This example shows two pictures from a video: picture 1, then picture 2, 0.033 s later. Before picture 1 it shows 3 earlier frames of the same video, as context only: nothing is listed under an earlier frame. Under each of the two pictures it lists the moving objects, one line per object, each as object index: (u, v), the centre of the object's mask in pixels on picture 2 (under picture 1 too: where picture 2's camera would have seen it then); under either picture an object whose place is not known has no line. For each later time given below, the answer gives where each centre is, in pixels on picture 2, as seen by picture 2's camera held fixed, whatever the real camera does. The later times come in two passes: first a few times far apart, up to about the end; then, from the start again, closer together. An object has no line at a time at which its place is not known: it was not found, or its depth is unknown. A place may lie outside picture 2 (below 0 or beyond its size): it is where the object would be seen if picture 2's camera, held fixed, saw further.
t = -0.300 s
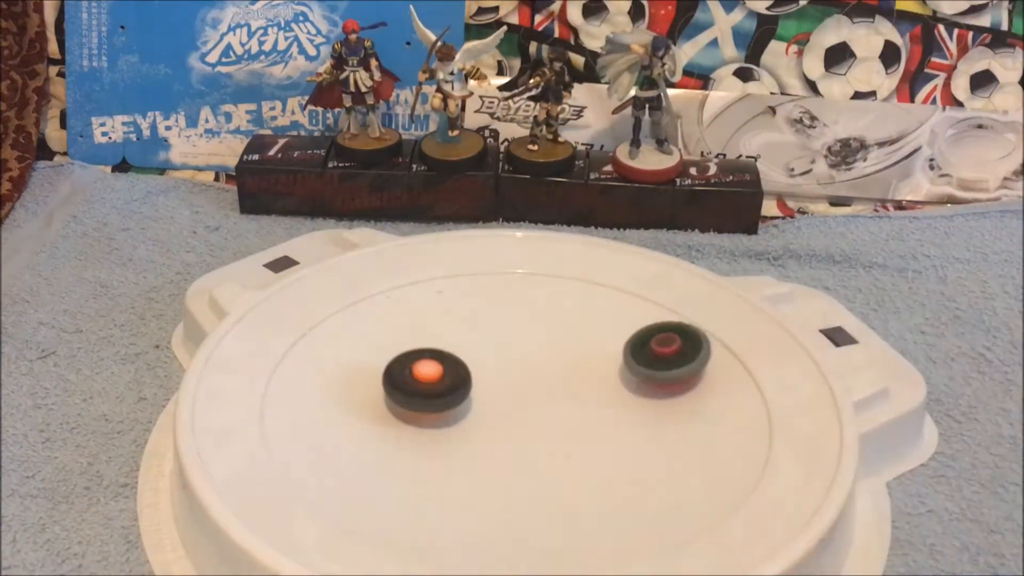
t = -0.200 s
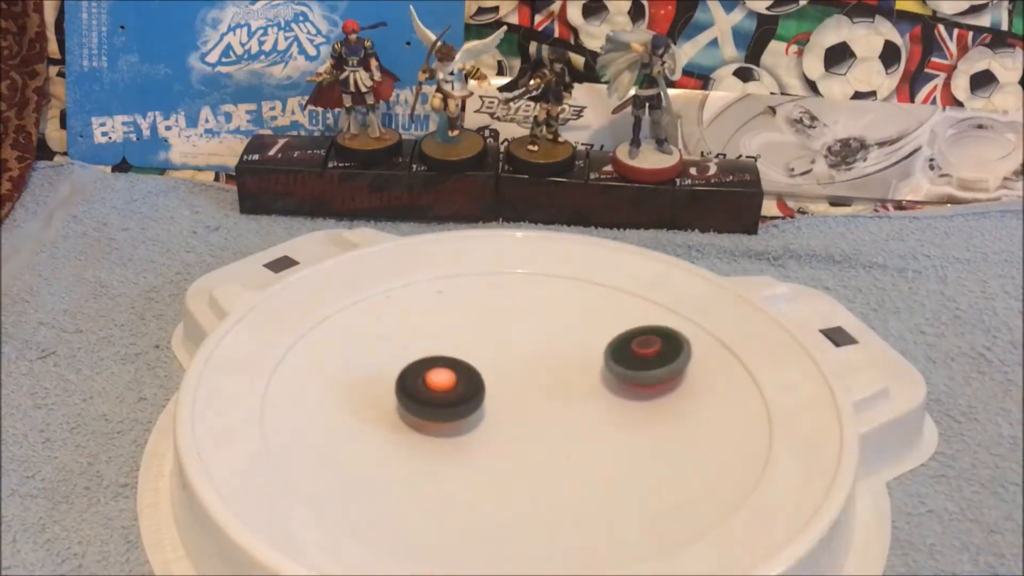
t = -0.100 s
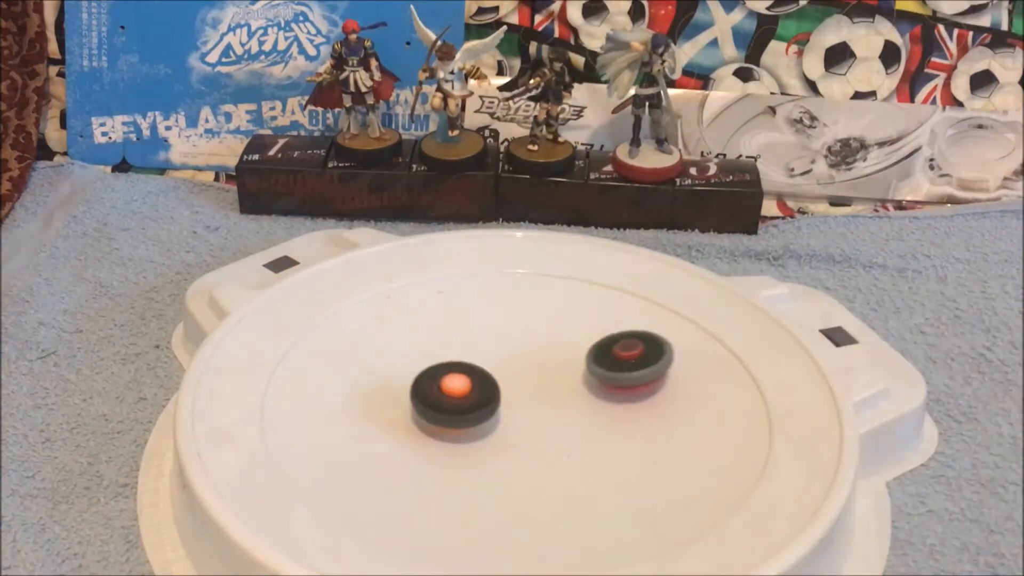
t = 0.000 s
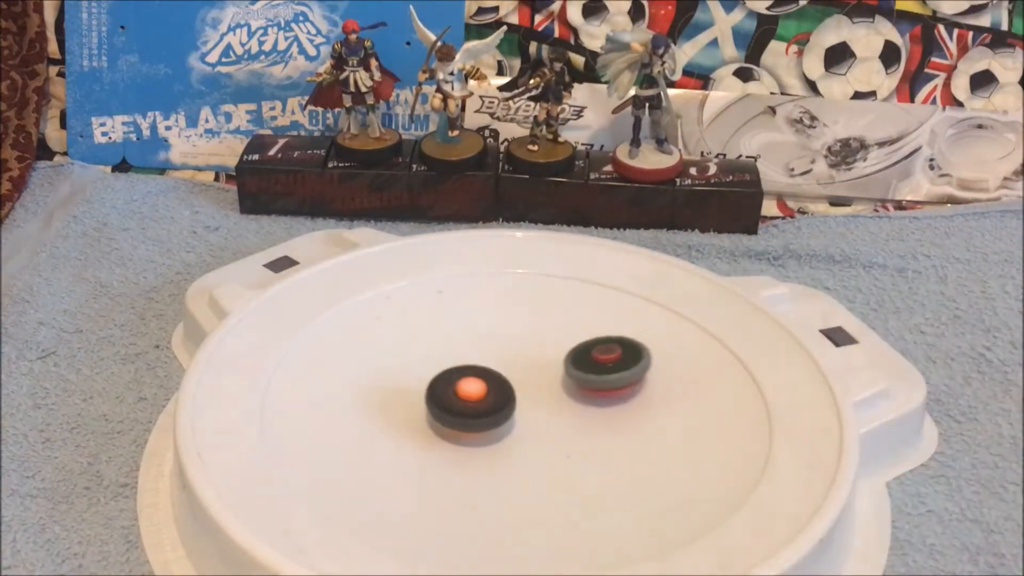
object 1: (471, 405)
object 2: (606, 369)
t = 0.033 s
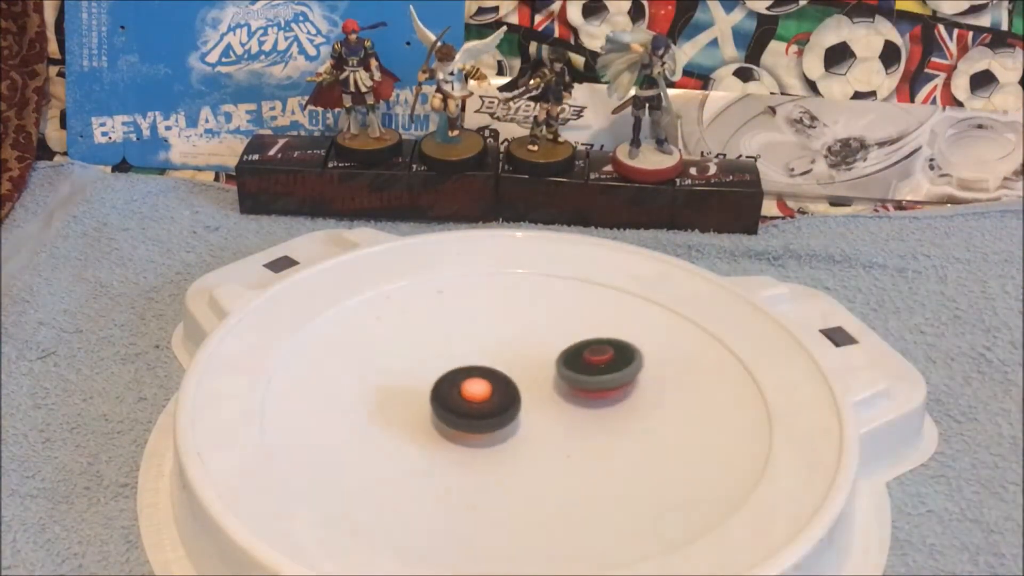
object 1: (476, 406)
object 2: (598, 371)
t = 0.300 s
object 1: (304, 439)
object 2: (690, 281)
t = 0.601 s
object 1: (401, 442)
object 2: (630, 244)
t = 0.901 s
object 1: (473, 418)
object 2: (571, 237)
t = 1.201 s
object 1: (480, 391)
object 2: (521, 242)
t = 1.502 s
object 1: (488, 364)
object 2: (454, 291)
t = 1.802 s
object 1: (510, 352)
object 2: (417, 324)
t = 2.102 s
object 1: (531, 346)
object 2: (405, 350)
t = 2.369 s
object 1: (546, 350)
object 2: (411, 366)
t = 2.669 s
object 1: (552, 365)
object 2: (434, 383)
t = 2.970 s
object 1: (588, 372)
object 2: (411, 400)
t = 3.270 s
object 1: (642, 343)
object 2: (319, 422)
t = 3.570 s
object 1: (589, 341)
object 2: (382, 429)
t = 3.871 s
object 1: (523, 354)
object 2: (452, 417)
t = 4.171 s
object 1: (488, 321)
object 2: (530, 452)
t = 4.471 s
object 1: (444, 320)
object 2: (600, 436)
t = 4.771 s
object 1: (421, 327)
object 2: (611, 419)
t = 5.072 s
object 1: (435, 350)
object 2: (592, 400)
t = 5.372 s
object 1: (459, 368)
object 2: (578, 379)
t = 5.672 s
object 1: (405, 376)
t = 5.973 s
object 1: (432, 399)
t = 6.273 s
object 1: (529, 361)
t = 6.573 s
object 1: (486, 385)
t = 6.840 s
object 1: (507, 355)
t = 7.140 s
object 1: (510, 362)
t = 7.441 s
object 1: (516, 372)
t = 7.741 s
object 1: (529, 376)
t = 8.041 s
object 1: (544, 368)
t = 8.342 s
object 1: (532, 366)
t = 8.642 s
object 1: (531, 342)
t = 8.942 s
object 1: (518, 334)
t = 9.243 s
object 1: (503, 336)
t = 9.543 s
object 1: (467, 316)
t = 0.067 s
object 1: (480, 407)
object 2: (590, 373)
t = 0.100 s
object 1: (485, 407)
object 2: (581, 374)
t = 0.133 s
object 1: (490, 407)
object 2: (572, 375)
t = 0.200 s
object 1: (437, 422)
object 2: (613, 348)
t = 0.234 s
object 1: (383, 432)
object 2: (653, 322)
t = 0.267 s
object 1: (339, 437)
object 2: (681, 298)
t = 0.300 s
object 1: (304, 439)
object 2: (690, 281)
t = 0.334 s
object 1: (285, 438)
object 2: (695, 274)
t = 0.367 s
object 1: (279, 439)
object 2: (691, 266)
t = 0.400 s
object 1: (282, 440)
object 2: (683, 260)
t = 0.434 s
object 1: (294, 443)
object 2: (672, 257)
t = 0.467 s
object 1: (313, 445)
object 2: (663, 253)
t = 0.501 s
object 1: (334, 445)
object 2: (654, 250)
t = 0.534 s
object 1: (357, 445)
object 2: (646, 248)
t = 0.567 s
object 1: (379, 444)
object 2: (638, 246)
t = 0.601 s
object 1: (401, 442)
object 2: (630, 244)
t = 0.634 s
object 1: (421, 439)
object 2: (623, 242)
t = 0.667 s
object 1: (438, 436)
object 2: (616, 241)
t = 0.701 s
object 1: (451, 432)
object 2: (609, 240)
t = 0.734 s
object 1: (462, 429)
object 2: (602, 239)
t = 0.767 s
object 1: (468, 427)
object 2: (596, 238)
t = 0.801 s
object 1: (470, 425)
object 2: (590, 238)
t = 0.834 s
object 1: (472, 423)
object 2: (583, 237)
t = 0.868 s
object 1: (472, 421)
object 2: (577, 237)
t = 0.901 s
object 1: (473, 418)
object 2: (571, 237)
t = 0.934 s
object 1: (474, 416)
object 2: (565, 238)
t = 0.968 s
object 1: (475, 413)
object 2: (559, 239)
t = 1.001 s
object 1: (476, 410)
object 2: (553, 239)
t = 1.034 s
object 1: (477, 407)
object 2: (548, 239)
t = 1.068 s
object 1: (477, 404)
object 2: (542, 240)
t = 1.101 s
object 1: (478, 401)
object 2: (536, 241)
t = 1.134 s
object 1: (479, 397)
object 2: (531, 240)
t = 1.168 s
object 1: (479, 394)
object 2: (526, 241)
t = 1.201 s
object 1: (480, 391)
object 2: (521, 242)
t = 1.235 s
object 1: (481, 388)
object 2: (516, 243)
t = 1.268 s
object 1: (482, 385)
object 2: (510, 245)
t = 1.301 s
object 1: (483, 382)
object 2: (503, 248)
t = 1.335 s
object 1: (484, 379)
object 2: (492, 257)
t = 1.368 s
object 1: (484, 375)
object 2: (482, 264)
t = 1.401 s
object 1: (485, 372)
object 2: (474, 271)
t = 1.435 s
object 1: (486, 369)
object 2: (466, 278)
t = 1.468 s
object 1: (487, 366)
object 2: (460, 284)
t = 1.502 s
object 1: (488, 364)
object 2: (454, 291)
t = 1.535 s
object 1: (489, 361)
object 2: (450, 295)
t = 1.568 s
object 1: (490, 359)
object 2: (444, 301)
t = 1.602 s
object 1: (493, 357)
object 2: (440, 306)
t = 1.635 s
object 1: (498, 358)
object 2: (434, 308)
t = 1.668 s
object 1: (500, 358)
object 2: (430, 311)
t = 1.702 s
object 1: (503, 356)
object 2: (426, 315)
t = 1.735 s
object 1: (505, 355)
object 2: (423, 318)
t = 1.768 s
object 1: (508, 354)
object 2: (420, 321)
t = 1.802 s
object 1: (510, 352)
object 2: (417, 324)
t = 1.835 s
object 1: (512, 350)
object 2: (415, 327)
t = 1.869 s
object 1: (514, 349)
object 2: (413, 330)
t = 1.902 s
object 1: (517, 348)
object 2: (411, 333)
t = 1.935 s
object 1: (519, 348)
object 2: (409, 336)
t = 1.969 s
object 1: (521, 347)
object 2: (408, 338)
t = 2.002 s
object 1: (524, 346)
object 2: (407, 341)
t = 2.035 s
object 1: (526, 346)
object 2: (406, 344)
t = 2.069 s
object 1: (529, 346)
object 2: (406, 347)
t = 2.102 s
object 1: (531, 346)
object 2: (405, 350)
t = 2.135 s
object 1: (533, 345)
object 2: (405, 353)
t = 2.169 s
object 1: (535, 346)
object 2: (405, 352)
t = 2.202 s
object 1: (537, 346)
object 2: (405, 357)
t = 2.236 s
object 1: (539, 346)
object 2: (406, 358)
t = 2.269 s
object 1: (541, 347)
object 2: (407, 360)
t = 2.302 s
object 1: (543, 348)
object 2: (408, 362)
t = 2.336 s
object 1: (545, 349)
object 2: (410, 364)
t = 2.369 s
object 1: (546, 350)
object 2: (411, 366)
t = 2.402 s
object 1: (547, 351)
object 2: (413, 371)
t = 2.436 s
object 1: (549, 353)
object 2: (416, 371)
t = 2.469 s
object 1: (550, 354)
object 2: (418, 372)
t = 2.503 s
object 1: (551, 356)
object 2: (420, 374)
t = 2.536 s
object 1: (552, 358)
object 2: (423, 376)
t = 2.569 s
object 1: (552, 359)
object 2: (426, 378)
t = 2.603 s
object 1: (552, 361)
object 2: (429, 379)
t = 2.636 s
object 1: (552, 363)
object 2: (432, 381)
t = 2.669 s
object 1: (552, 365)
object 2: (434, 383)
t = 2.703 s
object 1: (552, 367)
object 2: (438, 385)
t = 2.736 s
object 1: (551, 369)
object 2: (441, 387)
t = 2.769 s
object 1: (550, 371)
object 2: (445, 388)
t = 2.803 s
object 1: (550, 373)
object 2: (448, 390)
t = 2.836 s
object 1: (549, 375)
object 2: (452, 394)
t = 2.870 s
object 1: (548, 377)
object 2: (455, 395)
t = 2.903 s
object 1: (547, 379)
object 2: (459, 396)
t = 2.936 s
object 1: (548, 380)
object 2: (458, 398)
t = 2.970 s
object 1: (588, 372)
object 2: (411, 400)
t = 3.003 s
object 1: (622, 365)
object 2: (371, 401)
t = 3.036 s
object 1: (643, 360)
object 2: (341, 402)
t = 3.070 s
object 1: (653, 356)
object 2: (321, 400)
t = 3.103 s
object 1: (654, 354)
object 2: (309, 402)
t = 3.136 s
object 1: (653, 351)
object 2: (306, 406)
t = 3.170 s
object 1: (651, 349)
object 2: (306, 411)
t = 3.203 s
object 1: (648, 346)
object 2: (309, 415)
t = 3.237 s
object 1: (646, 345)
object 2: (314, 419)
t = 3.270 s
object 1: (642, 343)
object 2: (319, 422)
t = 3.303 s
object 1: (638, 342)
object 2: (326, 424)
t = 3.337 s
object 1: (634, 340)
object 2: (333, 426)
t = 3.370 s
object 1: (628, 339)
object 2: (341, 427)
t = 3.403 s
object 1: (623, 339)
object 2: (349, 427)
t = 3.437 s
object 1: (616, 339)
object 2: (356, 428)
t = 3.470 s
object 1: (610, 339)
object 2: (363, 428)
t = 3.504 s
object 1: (603, 339)
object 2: (369, 429)
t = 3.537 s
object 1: (596, 340)
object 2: (376, 429)
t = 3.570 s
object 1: (589, 341)
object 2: (382, 429)
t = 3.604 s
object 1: (581, 342)
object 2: (388, 428)
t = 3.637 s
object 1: (573, 343)
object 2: (394, 428)
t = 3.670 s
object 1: (566, 345)
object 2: (401, 427)
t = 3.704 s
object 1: (559, 346)
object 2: (408, 426)
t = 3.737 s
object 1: (552, 347)
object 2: (416, 425)
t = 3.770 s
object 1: (544, 349)
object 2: (424, 423)
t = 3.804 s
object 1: (537, 351)
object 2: (433, 421)
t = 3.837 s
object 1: (530, 353)
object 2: (442, 419)
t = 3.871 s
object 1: (523, 354)
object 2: (452, 417)
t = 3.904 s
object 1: (516, 356)
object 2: (461, 415)
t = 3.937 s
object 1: (512, 355)
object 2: (471, 412)
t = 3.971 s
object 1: (507, 353)
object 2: (480, 411)
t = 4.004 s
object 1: (505, 344)
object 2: (480, 425)
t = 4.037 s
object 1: (505, 333)
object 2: (482, 437)
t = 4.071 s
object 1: (504, 326)
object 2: (488, 445)
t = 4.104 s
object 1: (500, 323)
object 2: (500, 450)
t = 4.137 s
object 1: (494, 322)
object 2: (515, 452)
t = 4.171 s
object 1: (488, 321)
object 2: (530, 452)
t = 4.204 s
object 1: (482, 321)
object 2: (543, 451)
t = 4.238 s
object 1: (476, 320)
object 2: (555, 449)
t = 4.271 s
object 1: (470, 320)
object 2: (565, 448)
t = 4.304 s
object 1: (465, 320)
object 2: (573, 446)
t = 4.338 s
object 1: (460, 320)
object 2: (581, 444)
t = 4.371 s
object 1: (456, 320)
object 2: (587, 442)
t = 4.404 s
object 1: (451, 320)
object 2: (592, 440)
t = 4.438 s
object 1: (448, 320)
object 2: (597, 438)
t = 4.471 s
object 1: (444, 320)
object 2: (600, 436)
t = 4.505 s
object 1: (440, 321)
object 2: (603, 434)
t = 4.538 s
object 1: (437, 321)
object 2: (605, 432)
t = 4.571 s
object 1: (434, 321)
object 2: (607, 430)
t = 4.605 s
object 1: (431, 322)
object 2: (608, 428)
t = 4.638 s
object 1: (428, 323)
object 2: (609, 426)
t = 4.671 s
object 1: (426, 323)
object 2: (610, 425)
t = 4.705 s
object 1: (424, 324)
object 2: (611, 423)
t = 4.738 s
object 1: (422, 325)
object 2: (611, 421)
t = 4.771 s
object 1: (421, 327)
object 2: (611, 419)
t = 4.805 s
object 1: (421, 328)
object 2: (610, 417)
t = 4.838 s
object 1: (421, 330)
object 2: (609, 415)
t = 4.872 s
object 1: (422, 333)
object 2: (608, 413)
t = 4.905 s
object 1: (423, 335)
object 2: (606, 411)
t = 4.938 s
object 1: (424, 338)
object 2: (603, 409)
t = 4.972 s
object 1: (426, 341)
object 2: (601, 406)
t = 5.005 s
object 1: (428, 343)
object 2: (598, 404)
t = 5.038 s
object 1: (431, 347)
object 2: (595, 402)
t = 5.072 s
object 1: (435, 350)
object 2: (592, 400)
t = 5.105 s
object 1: (440, 352)
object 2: (588, 397)
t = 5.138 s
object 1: (444, 355)
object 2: (585, 395)
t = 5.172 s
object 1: (448, 357)
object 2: (581, 393)
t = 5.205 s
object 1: (453, 360)
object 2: (577, 391)
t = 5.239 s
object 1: (457, 362)
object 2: (573, 388)
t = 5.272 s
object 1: (462, 364)
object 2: (570, 386)
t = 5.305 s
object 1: (467, 367)
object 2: (566, 384)
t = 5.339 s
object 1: (471, 369)
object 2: (562, 381)
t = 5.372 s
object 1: (459, 368)
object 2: (578, 379)
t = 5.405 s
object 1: (433, 363)
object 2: (611, 380)
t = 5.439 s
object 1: (414, 359)
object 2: (635, 379)
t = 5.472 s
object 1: (403, 358)
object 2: (650, 376)
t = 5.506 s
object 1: (399, 359)
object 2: (659, 371)
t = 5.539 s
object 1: (399, 362)
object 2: (661, 366)
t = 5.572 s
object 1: (400, 366)
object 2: (662, 361)
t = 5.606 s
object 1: (402, 370)
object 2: (662, 356)
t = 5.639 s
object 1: (404, 373)
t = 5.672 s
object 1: (405, 376)
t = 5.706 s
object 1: (408, 380)
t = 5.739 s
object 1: (410, 382)
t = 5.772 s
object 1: (413, 385)
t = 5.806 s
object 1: (416, 388)
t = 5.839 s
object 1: (419, 390)
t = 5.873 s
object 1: (422, 393)
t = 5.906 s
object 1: (425, 395)
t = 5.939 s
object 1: (428, 397)
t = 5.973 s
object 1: (432, 399)
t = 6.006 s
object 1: (435, 401)
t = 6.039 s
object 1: (439, 402)
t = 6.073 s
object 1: (443, 403)
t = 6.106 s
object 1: (468, 409)
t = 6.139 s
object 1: (521, 402)
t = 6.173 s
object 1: (542, 380)
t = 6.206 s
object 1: (575, 374)
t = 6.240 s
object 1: (532, 375)
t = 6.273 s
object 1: (529, 361)
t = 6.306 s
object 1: (510, 346)
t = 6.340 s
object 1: (493, 352)
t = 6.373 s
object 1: (486, 364)
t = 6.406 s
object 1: (483, 377)
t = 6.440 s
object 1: (478, 370)
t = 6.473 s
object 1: (486, 370)
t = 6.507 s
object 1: (481, 380)
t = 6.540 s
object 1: (442, 396)
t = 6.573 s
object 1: (486, 385)
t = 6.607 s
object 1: (507, 405)
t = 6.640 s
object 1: (540, 392)
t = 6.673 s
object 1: (532, 368)
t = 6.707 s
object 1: (512, 356)
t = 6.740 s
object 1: (510, 354)
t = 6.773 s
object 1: (509, 354)
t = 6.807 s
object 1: (508, 355)
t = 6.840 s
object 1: (507, 355)
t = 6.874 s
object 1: (506, 356)
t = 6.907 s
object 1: (505, 356)
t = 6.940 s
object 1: (504, 357)
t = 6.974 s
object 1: (505, 358)
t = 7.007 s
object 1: (506, 359)
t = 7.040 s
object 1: (507, 359)
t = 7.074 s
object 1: (508, 360)
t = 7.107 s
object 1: (509, 361)
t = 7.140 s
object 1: (510, 362)
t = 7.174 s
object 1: (510, 363)
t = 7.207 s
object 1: (511, 364)
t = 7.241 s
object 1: (512, 365)
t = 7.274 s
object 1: (513, 366)
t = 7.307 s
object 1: (513, 367)
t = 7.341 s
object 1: (514, 368)
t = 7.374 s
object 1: (515, 369)
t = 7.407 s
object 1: (515, 371)
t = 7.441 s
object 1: (516, 372)
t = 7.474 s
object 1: (516, 373)
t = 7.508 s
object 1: (517, 374)
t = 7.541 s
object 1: (518, 375)
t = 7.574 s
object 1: (522, 374)
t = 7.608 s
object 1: (524, 375)
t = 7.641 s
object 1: (525, 375)
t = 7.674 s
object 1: (527, 376)
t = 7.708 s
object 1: (528, 376)
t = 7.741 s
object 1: (529, 376)
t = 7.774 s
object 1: (533, 375)
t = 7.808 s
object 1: (537, 374)
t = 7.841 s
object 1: (539, 373)
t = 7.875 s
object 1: (540, 372)
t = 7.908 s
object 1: (542, 371)
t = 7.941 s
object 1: (543, 371)
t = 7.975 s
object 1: (543, 370)
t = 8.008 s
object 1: (544, 369)
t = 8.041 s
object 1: (544, 368)
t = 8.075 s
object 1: (544, 367)
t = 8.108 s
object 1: (543, 367)
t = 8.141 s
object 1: (542, 367)
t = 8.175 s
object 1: (540, 366)
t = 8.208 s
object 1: (539, 366)
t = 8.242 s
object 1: (538, 366)
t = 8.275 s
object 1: (536, 366)
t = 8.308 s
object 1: (534, 366)
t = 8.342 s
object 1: (532, 366)
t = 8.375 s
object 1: (530, 365)
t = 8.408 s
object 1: (528, 365)
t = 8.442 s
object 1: (526, 365)
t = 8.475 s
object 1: (524, 365)
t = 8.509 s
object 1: (529, 356)
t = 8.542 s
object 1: (533, 348)
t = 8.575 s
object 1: (534, 345)
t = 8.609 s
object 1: (532, 343)
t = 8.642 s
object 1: (531, 342)
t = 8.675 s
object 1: (529, 340)
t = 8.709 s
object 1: (527, 339)
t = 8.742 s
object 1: (526, 337)
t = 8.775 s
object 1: (524, 336)
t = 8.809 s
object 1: (523, 336)
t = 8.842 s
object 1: (522, 335)
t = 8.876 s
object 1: (520, 335)
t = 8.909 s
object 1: (519, 334)
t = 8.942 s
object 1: (518, 334)
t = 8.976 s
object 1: (517, 334)
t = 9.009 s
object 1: (515, 334)
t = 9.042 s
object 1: (514, 334)
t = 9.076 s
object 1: (512, 334)
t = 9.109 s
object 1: (511, 335)
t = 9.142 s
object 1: (509, 336)
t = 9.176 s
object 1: (507, 336)
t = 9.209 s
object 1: (505, 336)
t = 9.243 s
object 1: (503, 336)
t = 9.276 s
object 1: (499, 336)
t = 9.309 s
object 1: (495, 333)
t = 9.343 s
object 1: (487, 322)
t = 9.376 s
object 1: (482, 317)
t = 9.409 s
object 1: (479, 316)
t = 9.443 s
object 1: (476, 316)
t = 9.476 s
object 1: (473, 316)
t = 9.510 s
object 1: (470, 316)
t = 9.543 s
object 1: (467, 316)
